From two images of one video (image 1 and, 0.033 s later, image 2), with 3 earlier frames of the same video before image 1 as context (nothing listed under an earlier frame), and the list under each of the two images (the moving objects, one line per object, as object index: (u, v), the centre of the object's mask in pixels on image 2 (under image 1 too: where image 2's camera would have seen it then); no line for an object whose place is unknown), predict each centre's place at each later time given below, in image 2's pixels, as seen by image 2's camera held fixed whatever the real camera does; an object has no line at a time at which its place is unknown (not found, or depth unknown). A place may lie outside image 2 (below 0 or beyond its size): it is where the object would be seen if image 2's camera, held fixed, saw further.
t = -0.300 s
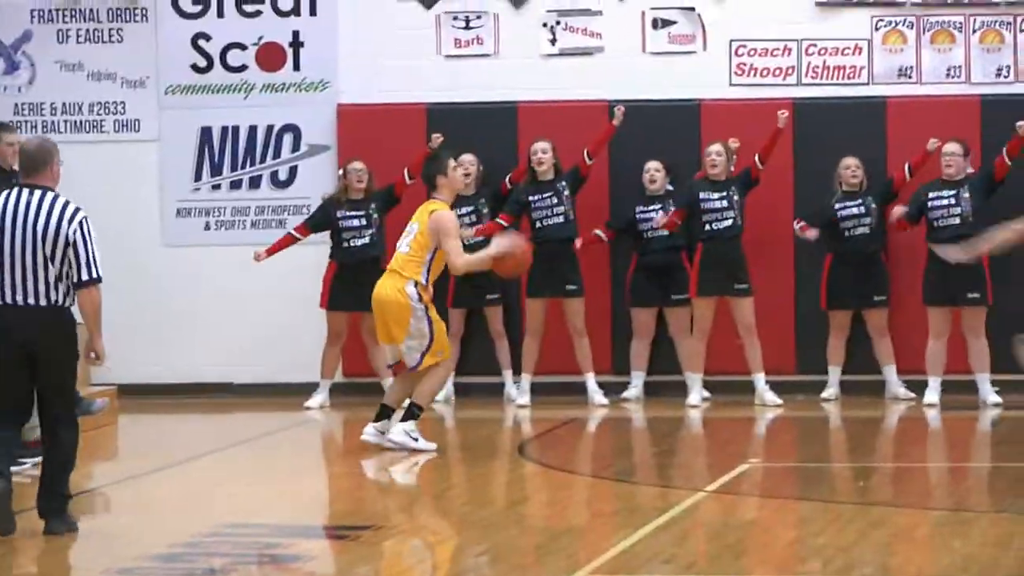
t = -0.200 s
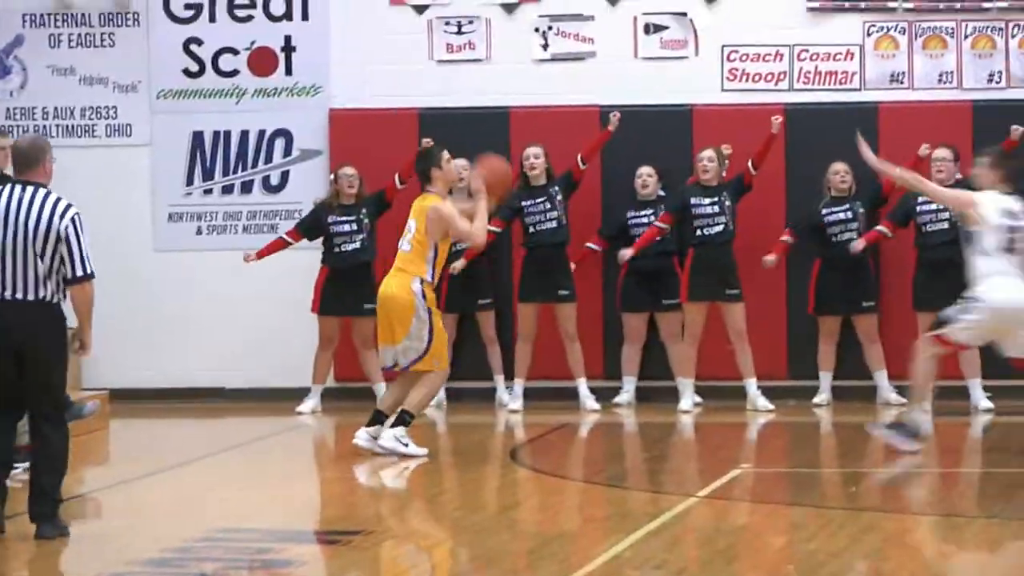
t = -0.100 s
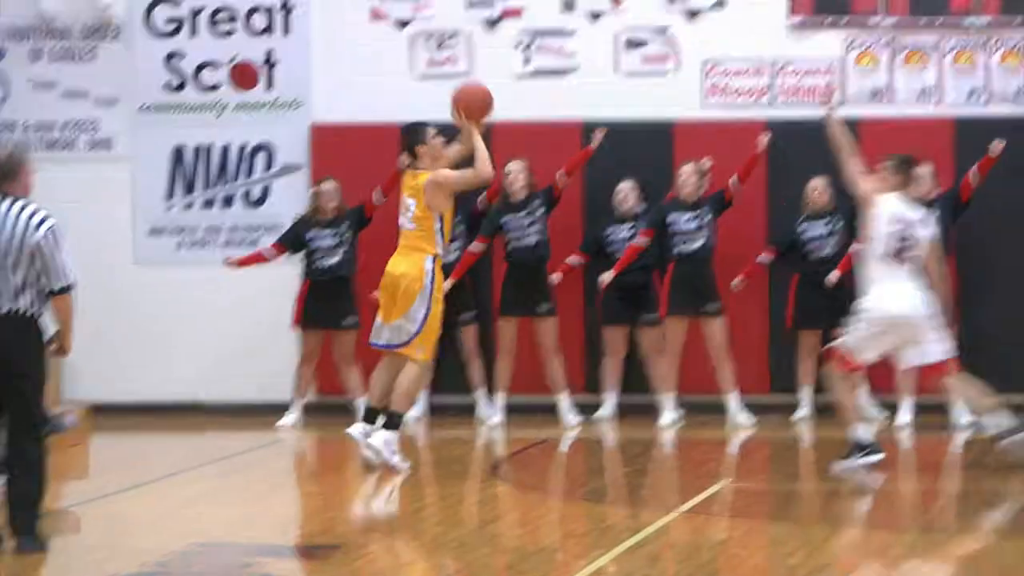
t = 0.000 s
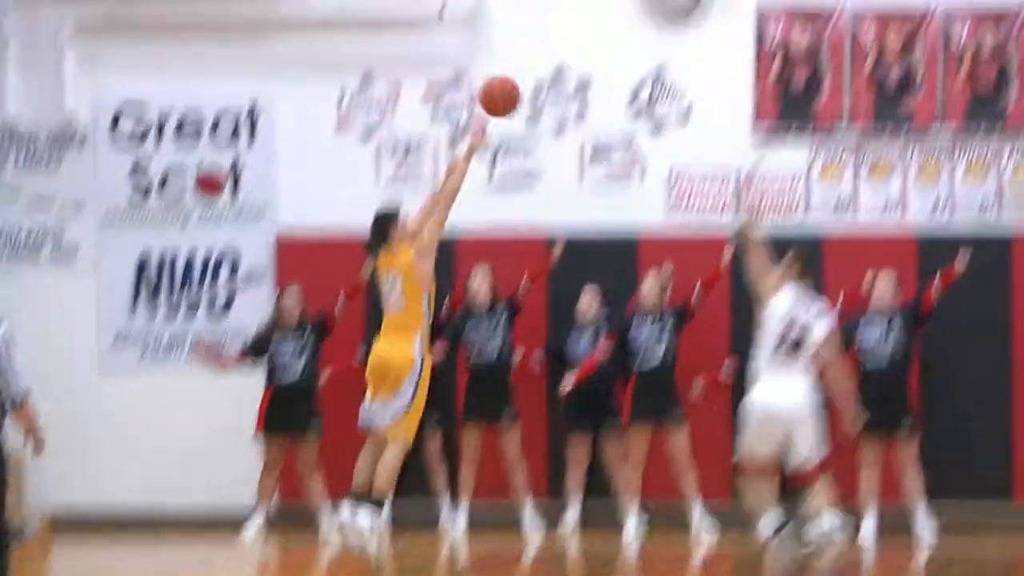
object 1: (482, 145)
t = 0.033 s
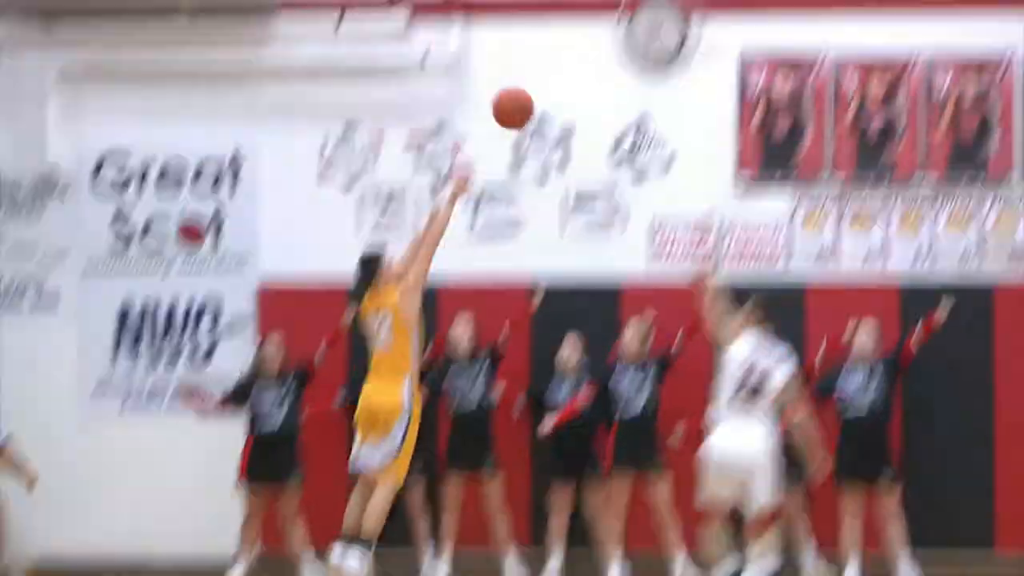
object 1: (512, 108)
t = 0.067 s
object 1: (543, 74)
